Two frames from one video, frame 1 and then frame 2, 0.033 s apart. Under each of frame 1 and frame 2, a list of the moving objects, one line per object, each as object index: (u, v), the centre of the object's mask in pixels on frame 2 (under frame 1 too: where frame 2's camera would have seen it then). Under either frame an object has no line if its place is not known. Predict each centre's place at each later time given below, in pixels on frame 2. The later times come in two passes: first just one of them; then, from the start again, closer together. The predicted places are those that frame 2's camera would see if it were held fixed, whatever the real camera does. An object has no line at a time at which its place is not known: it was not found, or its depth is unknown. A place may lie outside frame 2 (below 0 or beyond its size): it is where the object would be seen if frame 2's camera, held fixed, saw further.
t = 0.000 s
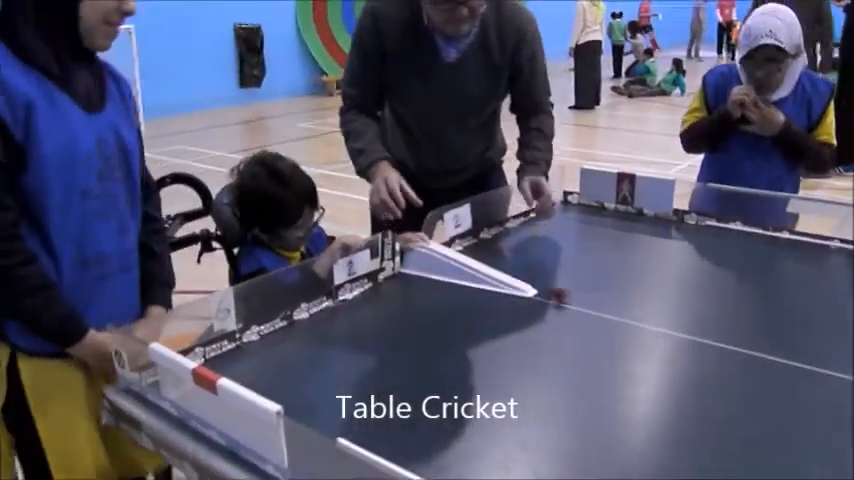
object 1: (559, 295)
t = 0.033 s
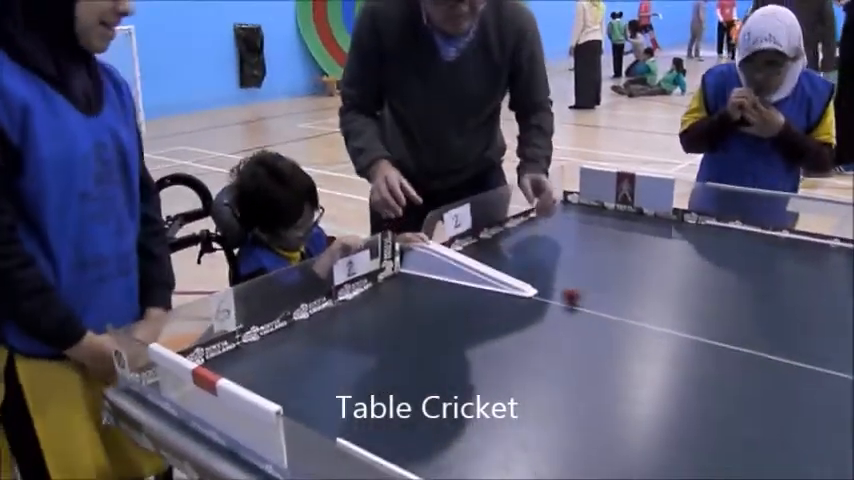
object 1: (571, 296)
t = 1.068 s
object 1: (1017, 389)
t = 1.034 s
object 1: (999, 387)
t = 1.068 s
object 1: (1017, 389)
